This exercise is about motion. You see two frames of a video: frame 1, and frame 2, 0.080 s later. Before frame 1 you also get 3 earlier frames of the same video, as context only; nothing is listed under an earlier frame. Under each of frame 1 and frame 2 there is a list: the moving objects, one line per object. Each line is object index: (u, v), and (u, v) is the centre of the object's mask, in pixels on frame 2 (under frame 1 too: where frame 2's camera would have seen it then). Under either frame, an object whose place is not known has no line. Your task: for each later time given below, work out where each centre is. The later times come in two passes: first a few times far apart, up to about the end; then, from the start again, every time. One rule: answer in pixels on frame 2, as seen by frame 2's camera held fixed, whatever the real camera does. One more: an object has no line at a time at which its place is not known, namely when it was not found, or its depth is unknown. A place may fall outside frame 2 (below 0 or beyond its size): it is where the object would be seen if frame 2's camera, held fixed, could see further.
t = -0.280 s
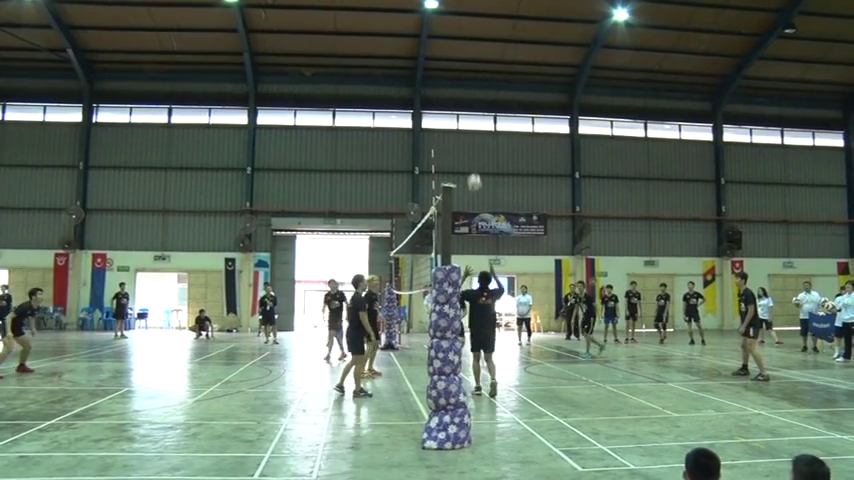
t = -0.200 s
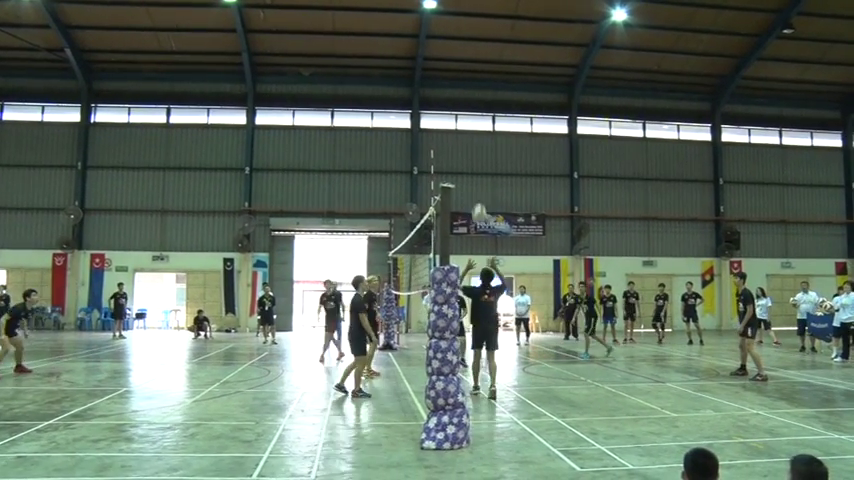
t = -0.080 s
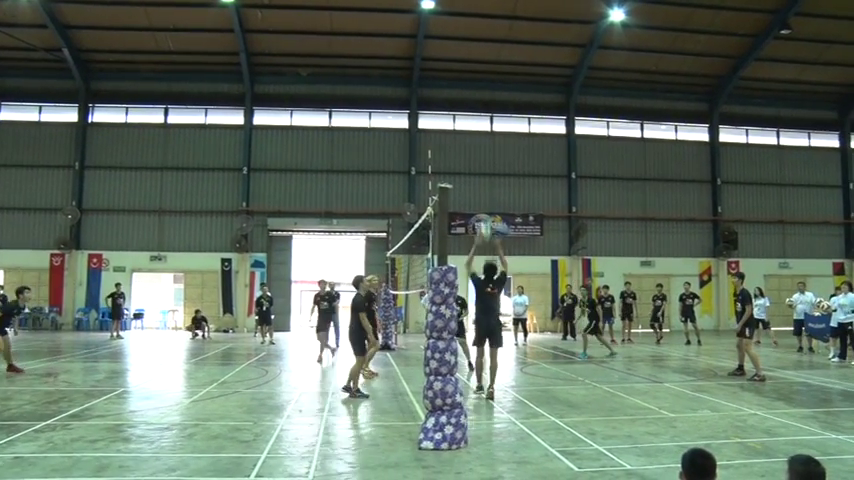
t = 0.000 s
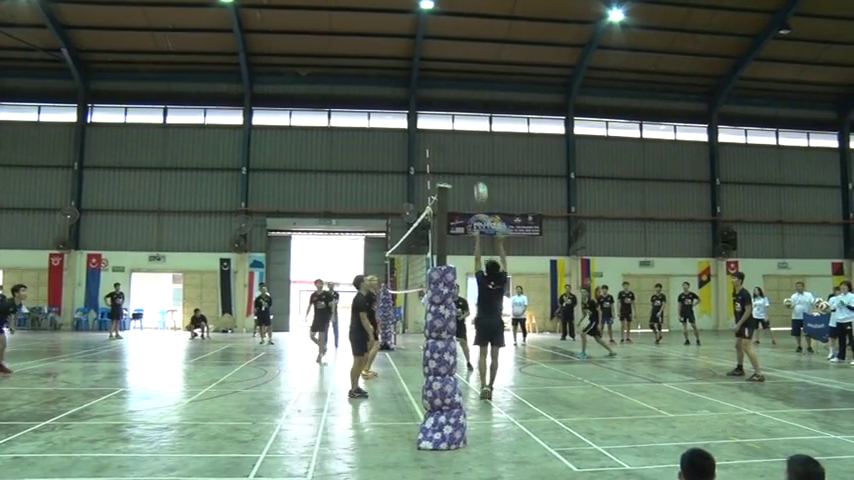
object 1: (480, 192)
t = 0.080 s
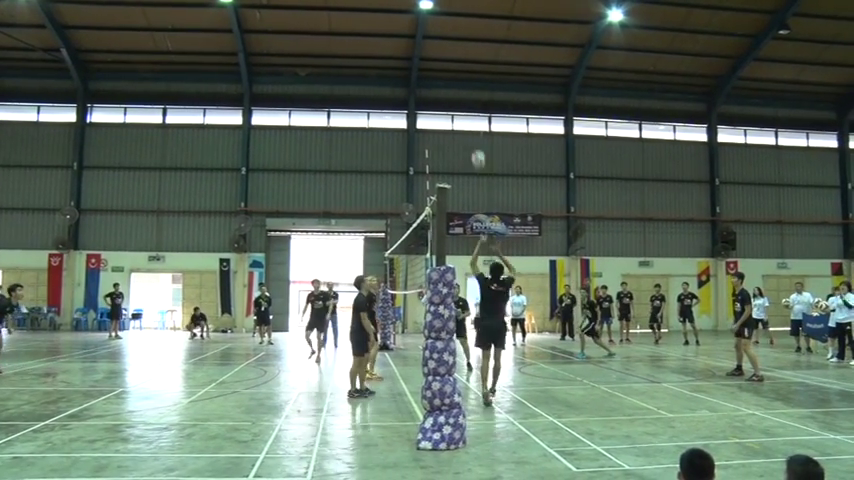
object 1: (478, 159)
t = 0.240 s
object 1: (474, 107)
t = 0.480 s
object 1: (469, 68)
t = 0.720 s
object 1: (465, 63)
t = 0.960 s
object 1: (461, 88)
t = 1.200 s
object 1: (458, 139)
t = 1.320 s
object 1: (456, 173)
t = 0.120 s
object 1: (477, 144)
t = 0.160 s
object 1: (476, 134)
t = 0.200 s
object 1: (474, 118)
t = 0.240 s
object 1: (474, 107)
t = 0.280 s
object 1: (473, 99)
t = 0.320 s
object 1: (472, 91)
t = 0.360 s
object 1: (471, 83)
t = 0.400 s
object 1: (470, 77)
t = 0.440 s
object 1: (470, 72)
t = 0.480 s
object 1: (469, 68)
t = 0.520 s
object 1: (469, 65)
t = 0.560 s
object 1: (468, 63)
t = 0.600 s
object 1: (467, 62)
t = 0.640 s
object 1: (466, 61)
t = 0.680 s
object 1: (466, 62)
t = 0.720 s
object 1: (465, 63)
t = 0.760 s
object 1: (464, 65)
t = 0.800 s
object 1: (463, 68)
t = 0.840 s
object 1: (463, 72)
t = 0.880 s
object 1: (462, 76)
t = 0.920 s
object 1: (461, 82)
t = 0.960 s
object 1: (461, 88)
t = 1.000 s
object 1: (461, 95)
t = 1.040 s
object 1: (460, 102)
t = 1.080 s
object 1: (459, 109)
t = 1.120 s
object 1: (459, 118)
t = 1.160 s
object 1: (458, 130)
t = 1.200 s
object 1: (458, 139)
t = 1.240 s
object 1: (457, 149)
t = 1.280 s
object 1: (456, 161)
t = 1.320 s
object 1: (456, 173)
